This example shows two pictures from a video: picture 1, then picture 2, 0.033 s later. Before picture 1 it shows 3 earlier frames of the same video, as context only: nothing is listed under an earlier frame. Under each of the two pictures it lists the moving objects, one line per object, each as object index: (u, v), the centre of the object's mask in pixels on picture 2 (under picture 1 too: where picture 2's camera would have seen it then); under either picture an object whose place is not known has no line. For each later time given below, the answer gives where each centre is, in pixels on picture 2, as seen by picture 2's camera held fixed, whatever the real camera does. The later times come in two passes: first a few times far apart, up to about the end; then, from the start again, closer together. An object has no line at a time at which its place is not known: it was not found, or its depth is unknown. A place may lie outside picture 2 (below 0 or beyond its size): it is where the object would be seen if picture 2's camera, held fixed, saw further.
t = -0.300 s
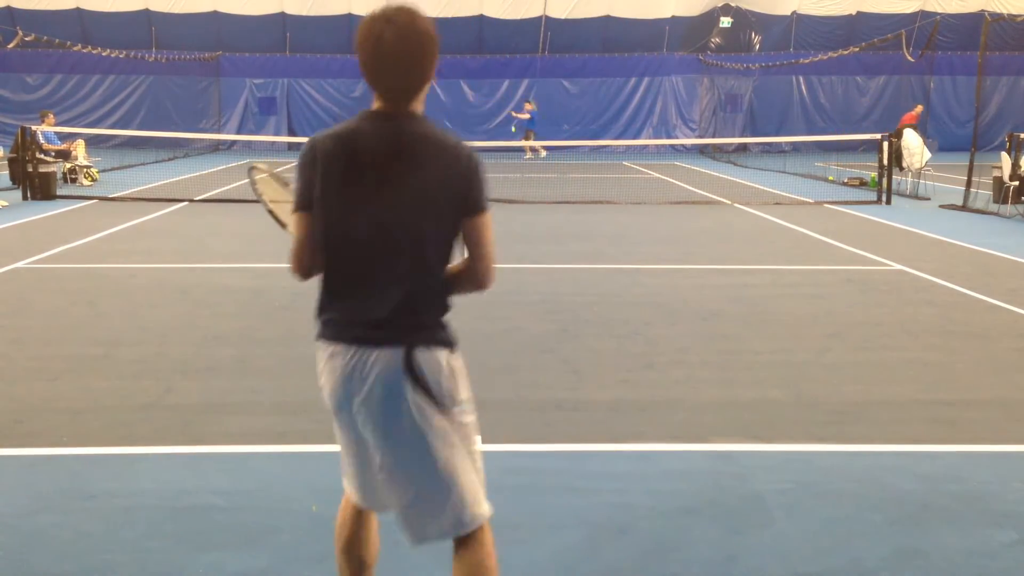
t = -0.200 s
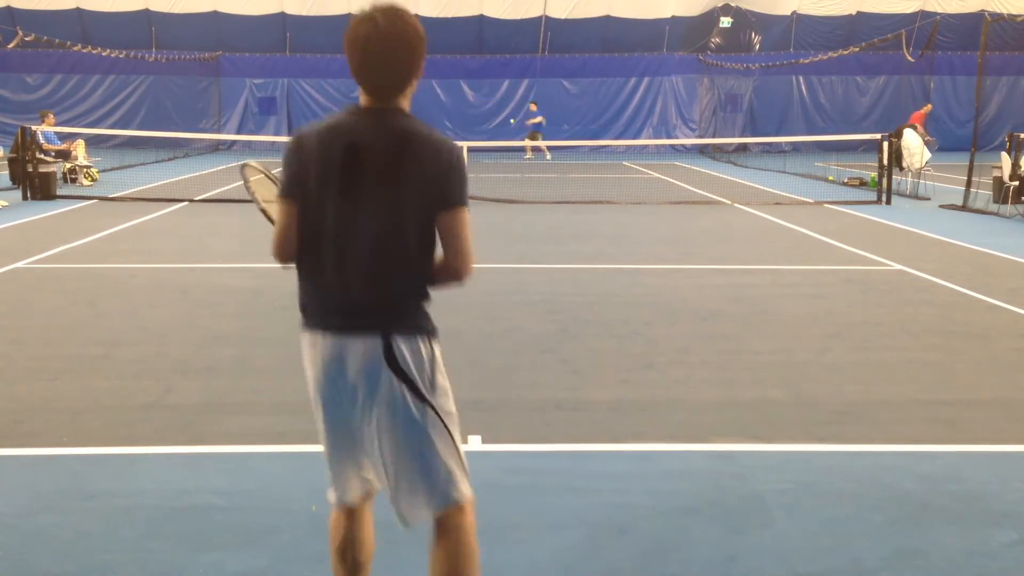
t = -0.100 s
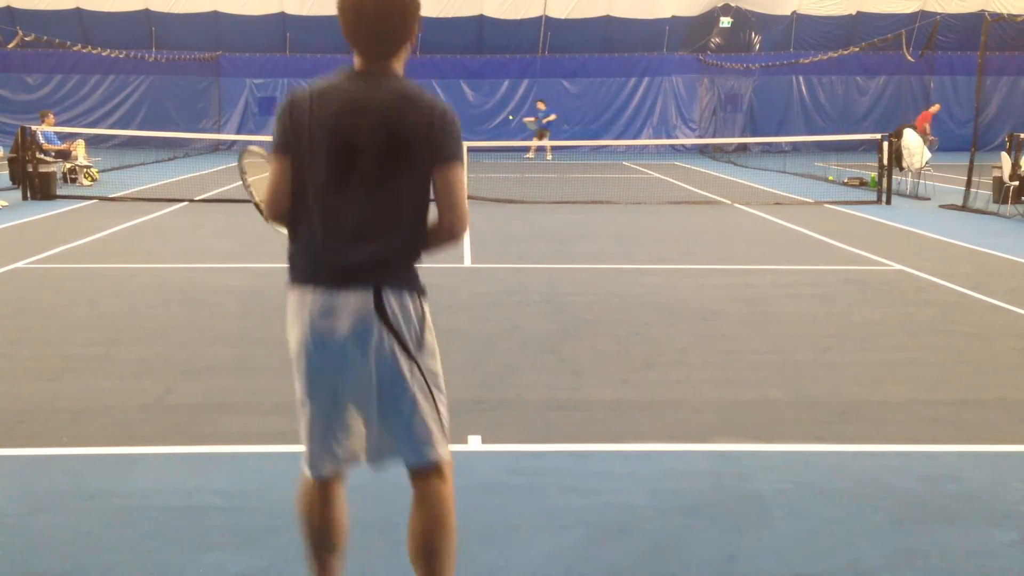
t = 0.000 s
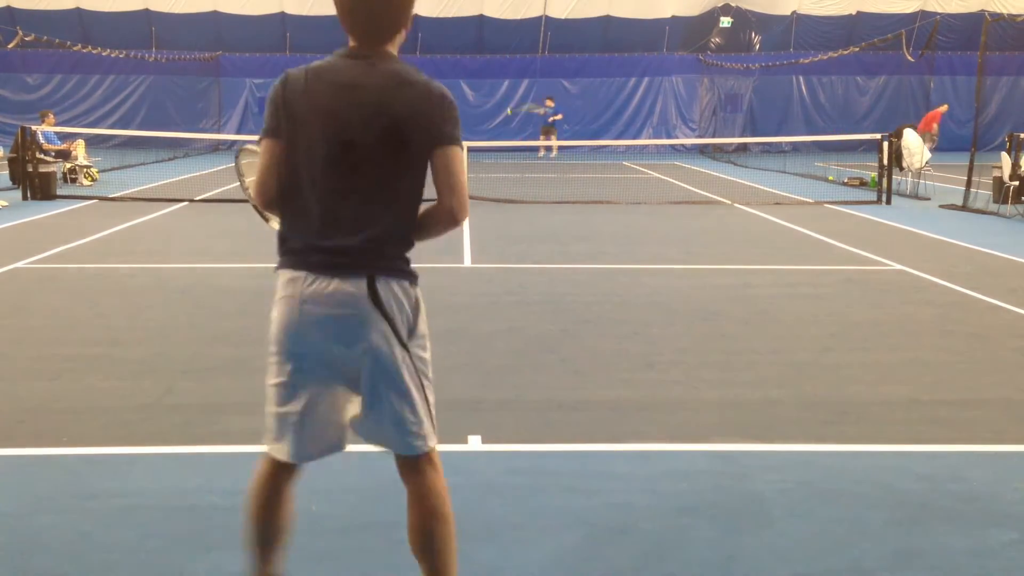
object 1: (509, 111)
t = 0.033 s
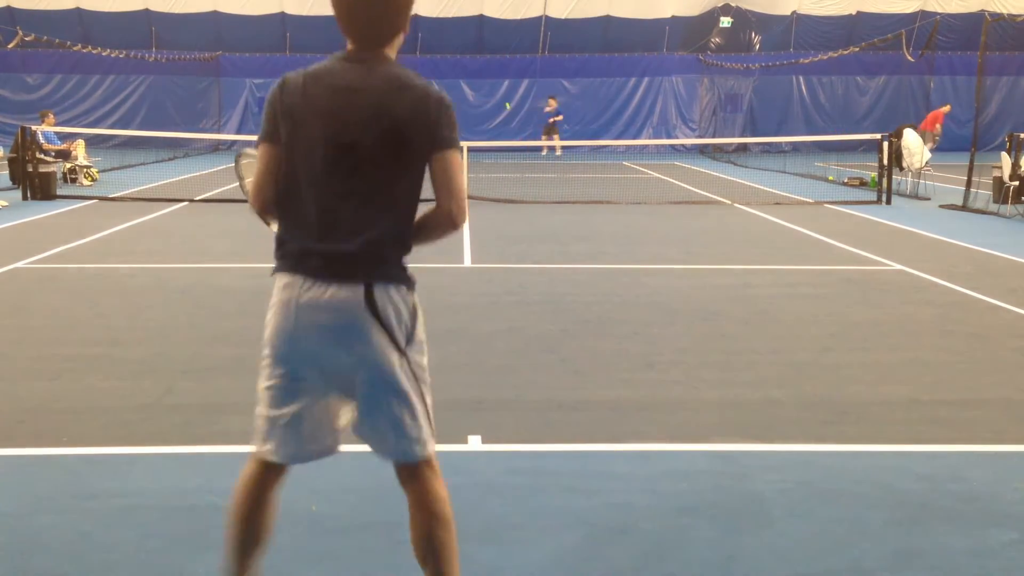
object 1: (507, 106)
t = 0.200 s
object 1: (498, 84)
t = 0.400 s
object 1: (477, 75)
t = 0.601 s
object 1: (440, 100)
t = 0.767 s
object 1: (386, 169)
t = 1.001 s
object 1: (270, 261)
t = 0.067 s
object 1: (506, 101)
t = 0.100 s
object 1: (504, 96)
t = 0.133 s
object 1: (503, 91)
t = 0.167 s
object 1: (500, 88)
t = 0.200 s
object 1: (498, 84)
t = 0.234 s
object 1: (495, 81)
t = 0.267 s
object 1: (492, 79)
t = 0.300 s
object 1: (489, 77)
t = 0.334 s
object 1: (485, 75)
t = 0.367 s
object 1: (481, 75)
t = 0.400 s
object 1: (477, 75)
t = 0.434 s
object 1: (472, 77)
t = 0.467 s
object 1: (467, 79)
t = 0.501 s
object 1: (461, 82)
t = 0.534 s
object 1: (455, 87)
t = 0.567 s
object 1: (447, 93)
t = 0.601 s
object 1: (440, 100)
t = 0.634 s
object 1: (431, 109)
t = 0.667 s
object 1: (421, 120)
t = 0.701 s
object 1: (412, 133)
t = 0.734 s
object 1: (399, 152)
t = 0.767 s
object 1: (386, 169)
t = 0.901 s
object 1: (317, 285)
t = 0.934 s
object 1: (299, 288)
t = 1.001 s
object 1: (270, 261)
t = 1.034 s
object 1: (253, 249)
